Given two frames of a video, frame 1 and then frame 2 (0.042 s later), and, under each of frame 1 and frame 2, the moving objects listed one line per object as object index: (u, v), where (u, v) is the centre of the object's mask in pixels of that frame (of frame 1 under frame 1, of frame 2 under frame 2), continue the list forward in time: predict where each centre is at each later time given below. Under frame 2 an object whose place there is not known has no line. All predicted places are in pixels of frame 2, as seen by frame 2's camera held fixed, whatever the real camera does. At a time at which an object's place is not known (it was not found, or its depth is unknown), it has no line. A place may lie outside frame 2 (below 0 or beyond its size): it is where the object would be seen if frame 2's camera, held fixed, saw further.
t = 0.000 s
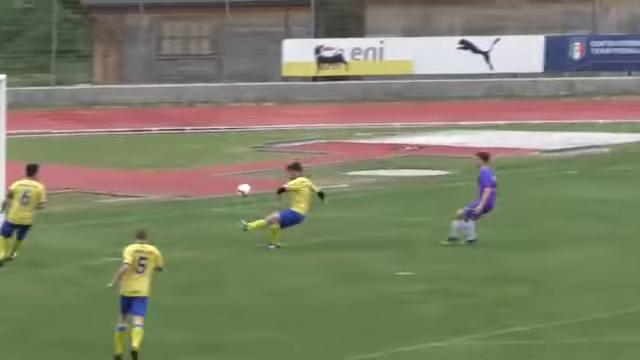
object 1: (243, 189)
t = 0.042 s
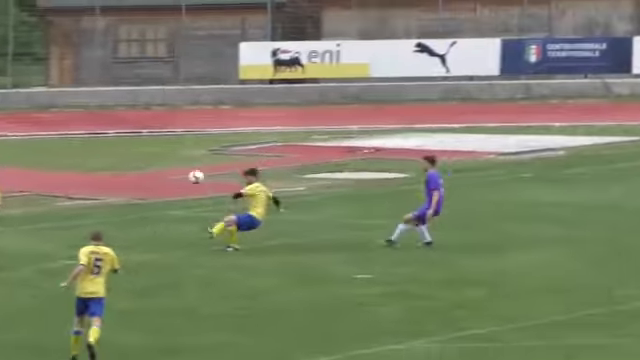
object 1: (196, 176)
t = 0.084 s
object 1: (191, 161)
